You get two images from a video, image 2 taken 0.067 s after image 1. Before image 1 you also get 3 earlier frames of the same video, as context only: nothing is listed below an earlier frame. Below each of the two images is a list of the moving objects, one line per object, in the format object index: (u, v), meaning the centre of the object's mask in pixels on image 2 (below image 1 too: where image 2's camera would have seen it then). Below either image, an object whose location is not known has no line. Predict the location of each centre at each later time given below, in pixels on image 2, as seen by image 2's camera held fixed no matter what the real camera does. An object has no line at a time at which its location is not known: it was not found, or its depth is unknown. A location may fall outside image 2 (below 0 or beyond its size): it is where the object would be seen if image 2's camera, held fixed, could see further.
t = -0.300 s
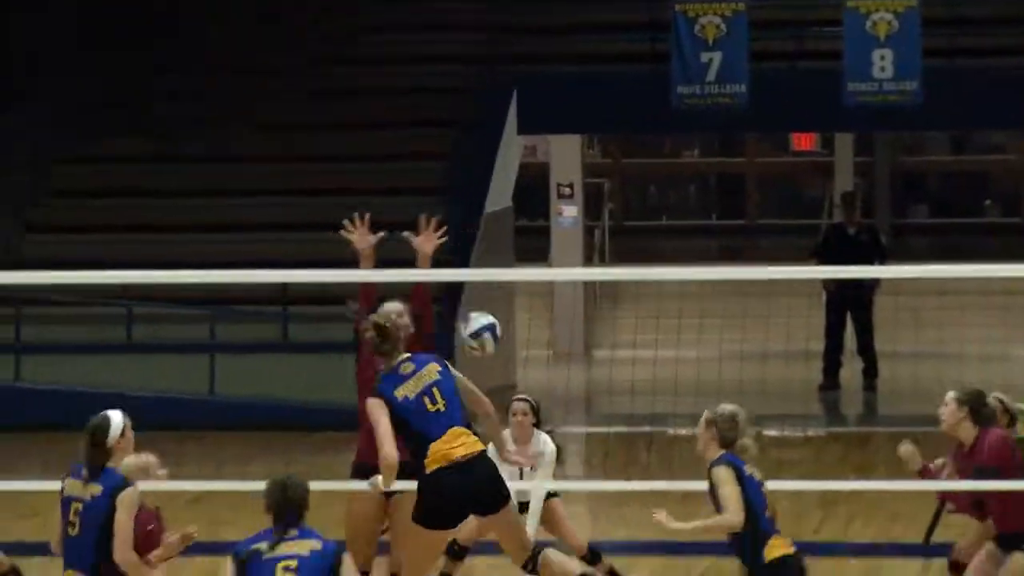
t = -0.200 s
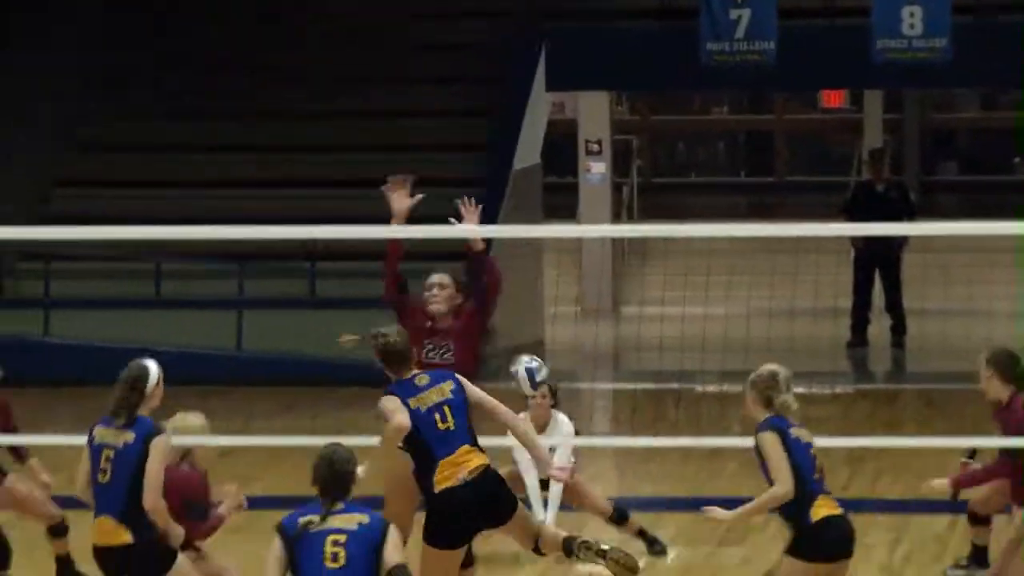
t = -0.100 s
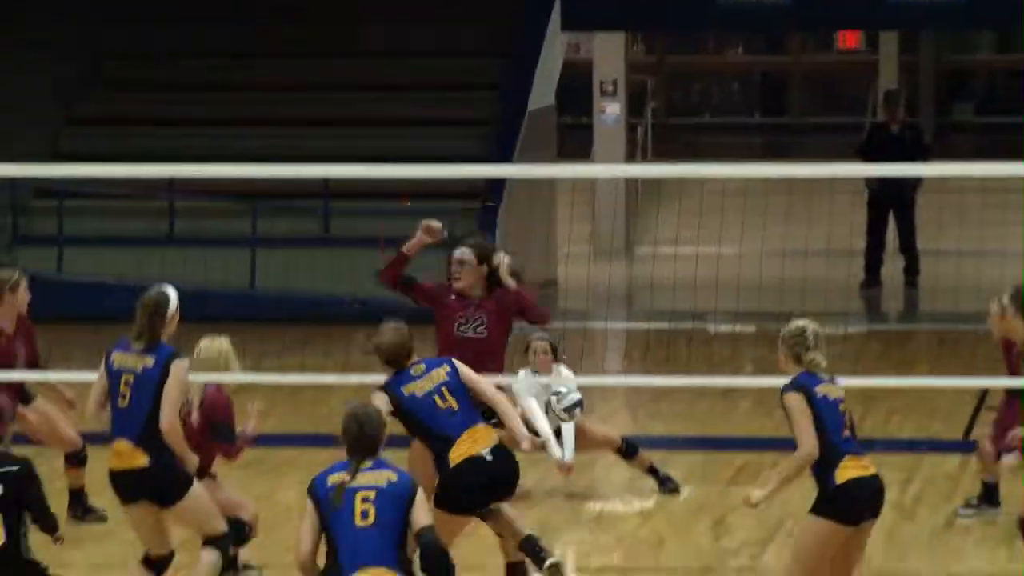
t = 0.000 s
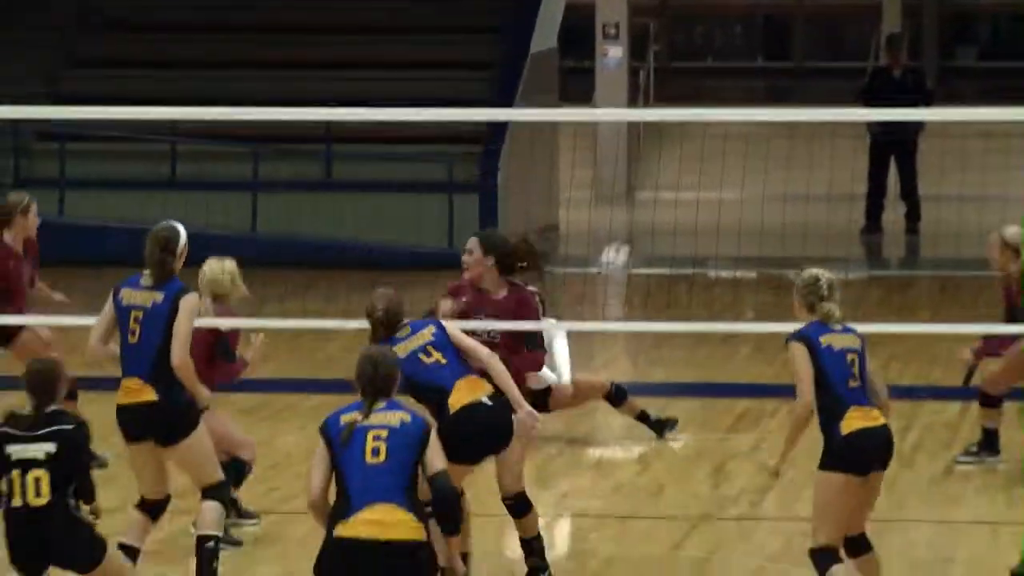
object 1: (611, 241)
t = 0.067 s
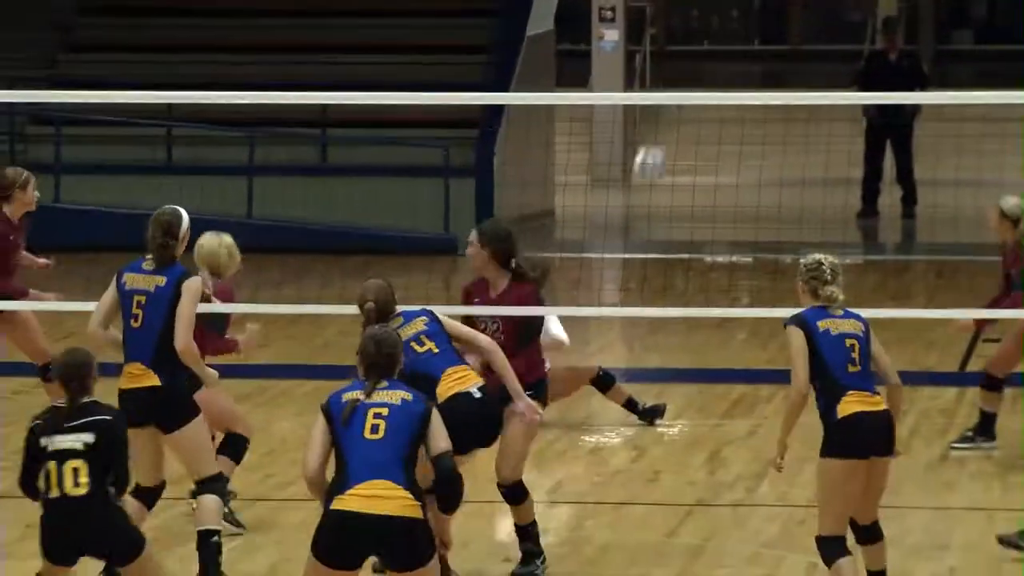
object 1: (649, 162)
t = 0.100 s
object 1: (668, 121)
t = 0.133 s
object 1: (689, 82)
